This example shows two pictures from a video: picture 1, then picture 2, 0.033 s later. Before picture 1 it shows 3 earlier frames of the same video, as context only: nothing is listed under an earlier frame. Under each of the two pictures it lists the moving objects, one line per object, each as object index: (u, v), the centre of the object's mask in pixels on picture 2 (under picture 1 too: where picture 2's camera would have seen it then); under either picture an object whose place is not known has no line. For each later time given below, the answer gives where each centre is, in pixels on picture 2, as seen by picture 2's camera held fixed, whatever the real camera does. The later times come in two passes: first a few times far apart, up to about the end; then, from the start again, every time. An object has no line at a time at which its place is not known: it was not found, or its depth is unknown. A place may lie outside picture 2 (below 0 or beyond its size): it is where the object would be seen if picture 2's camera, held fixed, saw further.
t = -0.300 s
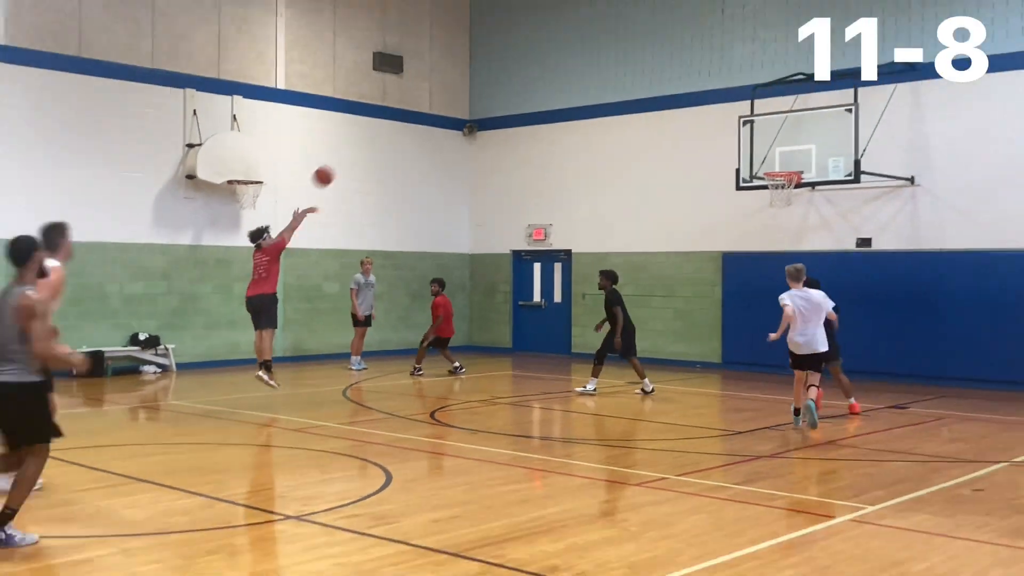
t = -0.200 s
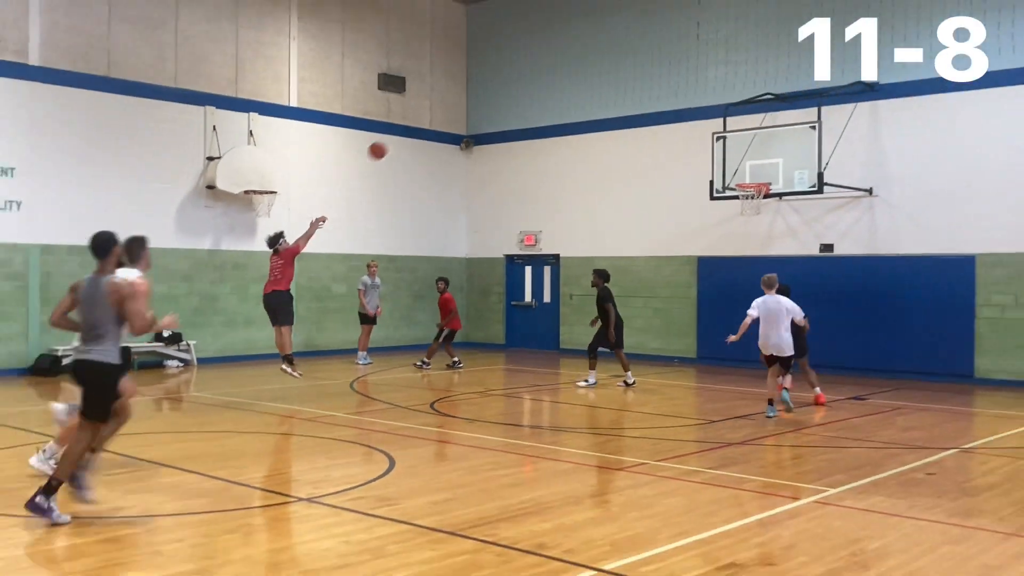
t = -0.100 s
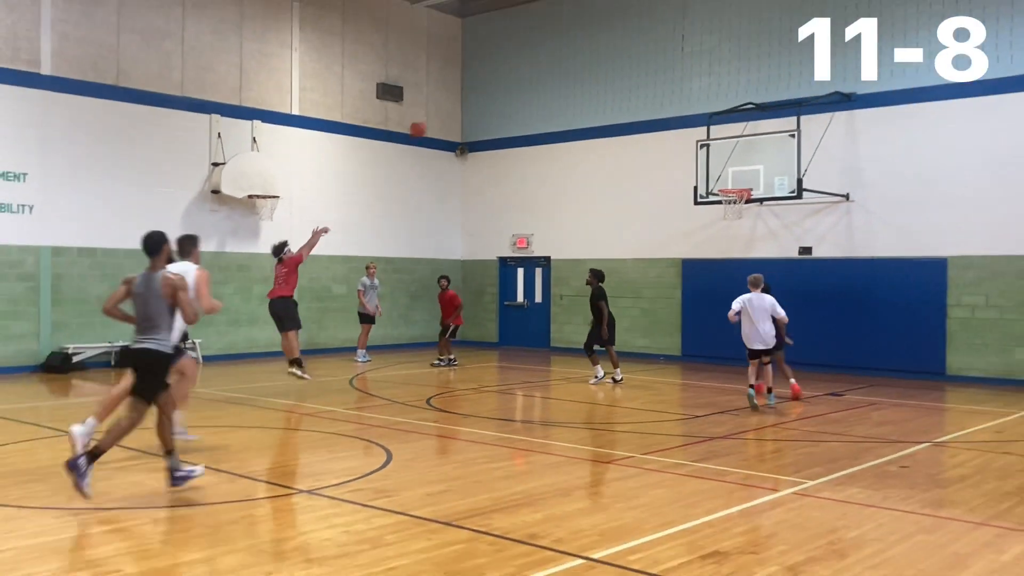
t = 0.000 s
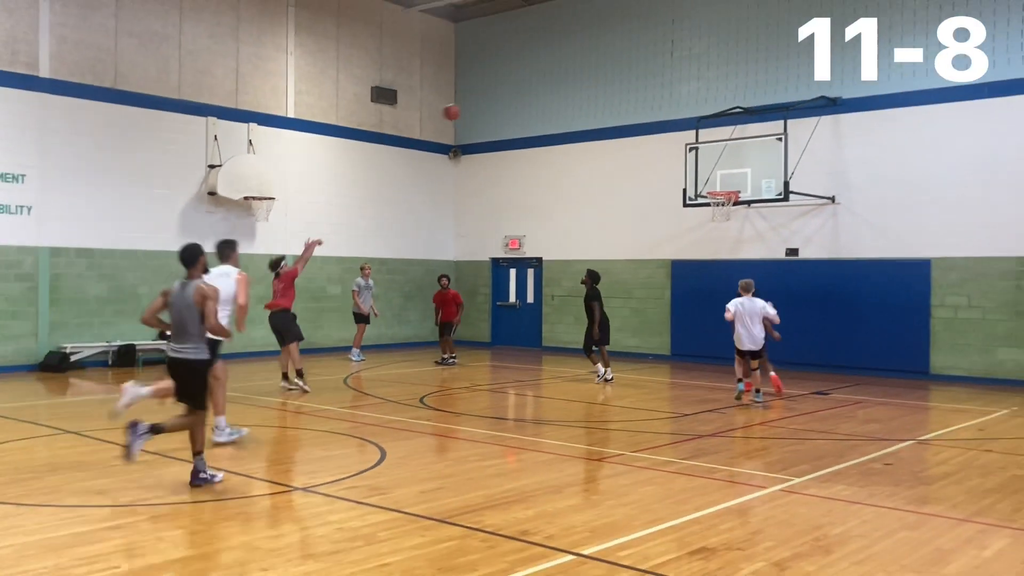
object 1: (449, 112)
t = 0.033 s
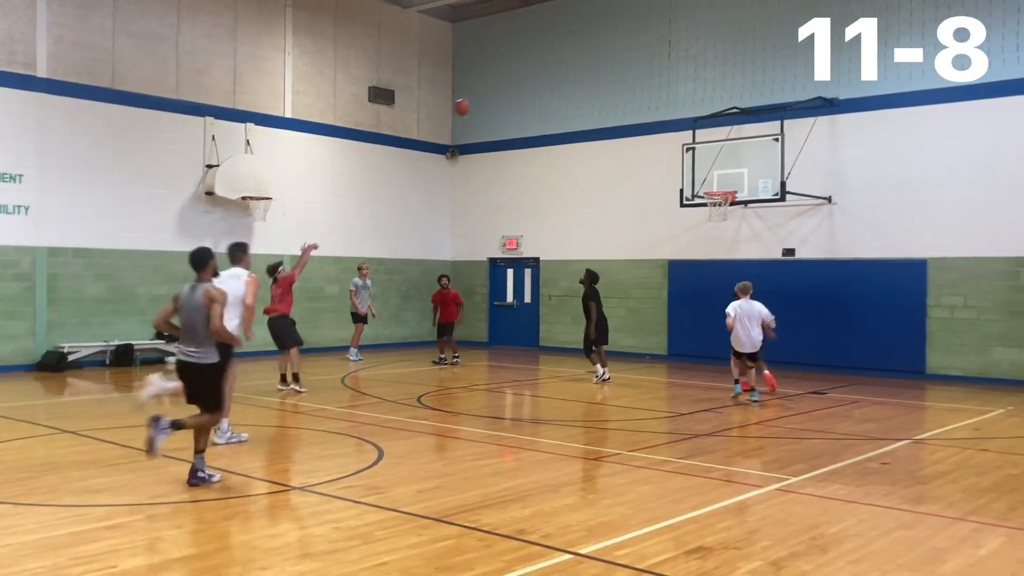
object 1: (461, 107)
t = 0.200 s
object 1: (522, 94)
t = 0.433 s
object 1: (601, 104)
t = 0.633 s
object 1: (665, 137)
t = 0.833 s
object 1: (723, 188)
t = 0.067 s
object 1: (474, 104)
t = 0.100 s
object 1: (486, 100)
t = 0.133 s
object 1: (498, 97)
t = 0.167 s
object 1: (510, 95)
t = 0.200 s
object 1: (522, 94)
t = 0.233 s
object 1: (534, 94)
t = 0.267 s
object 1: (545, 94)
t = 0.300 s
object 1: (557, 95)
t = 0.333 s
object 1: (568, 96)
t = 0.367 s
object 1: (579, 98)
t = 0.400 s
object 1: (590, 100)
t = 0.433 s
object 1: (601, 104)
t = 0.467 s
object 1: (612, 107)
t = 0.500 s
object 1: (623, 112)
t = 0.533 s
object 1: (633, 118)
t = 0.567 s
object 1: (644, 123)
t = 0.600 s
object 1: (655, 130)
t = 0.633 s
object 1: (665, 137)
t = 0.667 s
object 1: (675, 145)
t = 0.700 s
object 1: (685, 153)
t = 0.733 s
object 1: (695, 161)
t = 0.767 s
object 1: (706, 170)
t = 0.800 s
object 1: (716, 181)
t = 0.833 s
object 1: (723, 188)
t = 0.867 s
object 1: (721, 180)
